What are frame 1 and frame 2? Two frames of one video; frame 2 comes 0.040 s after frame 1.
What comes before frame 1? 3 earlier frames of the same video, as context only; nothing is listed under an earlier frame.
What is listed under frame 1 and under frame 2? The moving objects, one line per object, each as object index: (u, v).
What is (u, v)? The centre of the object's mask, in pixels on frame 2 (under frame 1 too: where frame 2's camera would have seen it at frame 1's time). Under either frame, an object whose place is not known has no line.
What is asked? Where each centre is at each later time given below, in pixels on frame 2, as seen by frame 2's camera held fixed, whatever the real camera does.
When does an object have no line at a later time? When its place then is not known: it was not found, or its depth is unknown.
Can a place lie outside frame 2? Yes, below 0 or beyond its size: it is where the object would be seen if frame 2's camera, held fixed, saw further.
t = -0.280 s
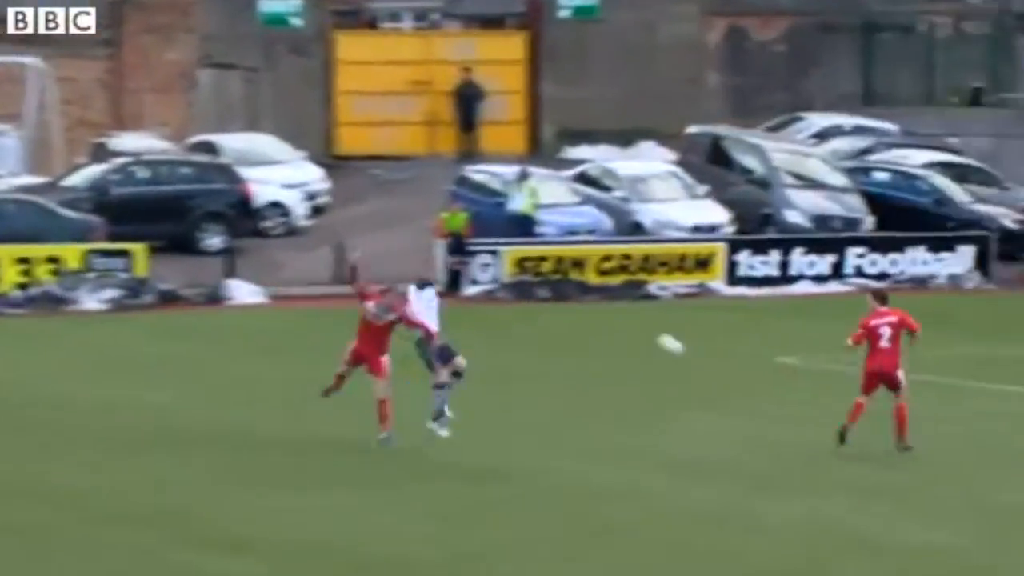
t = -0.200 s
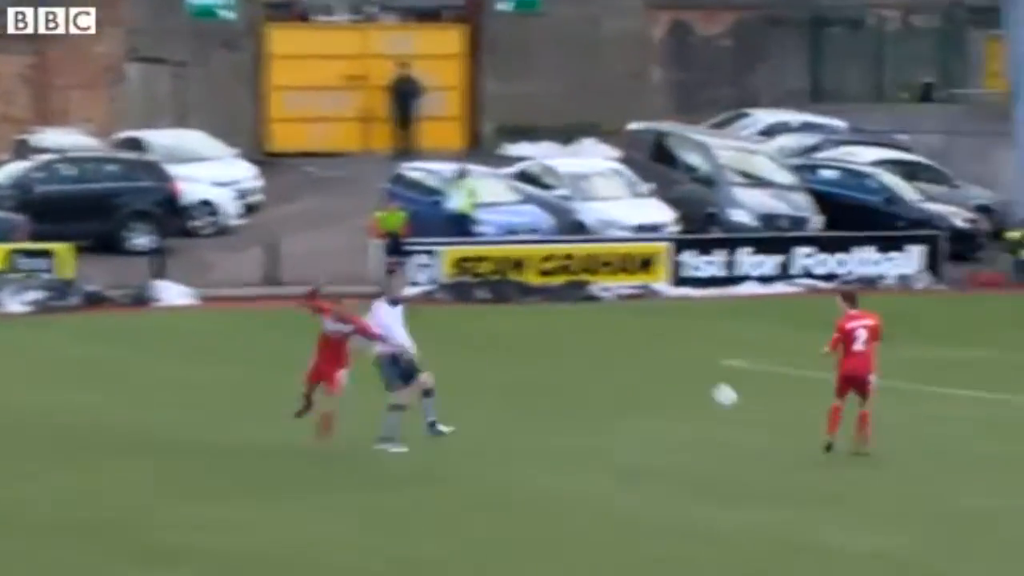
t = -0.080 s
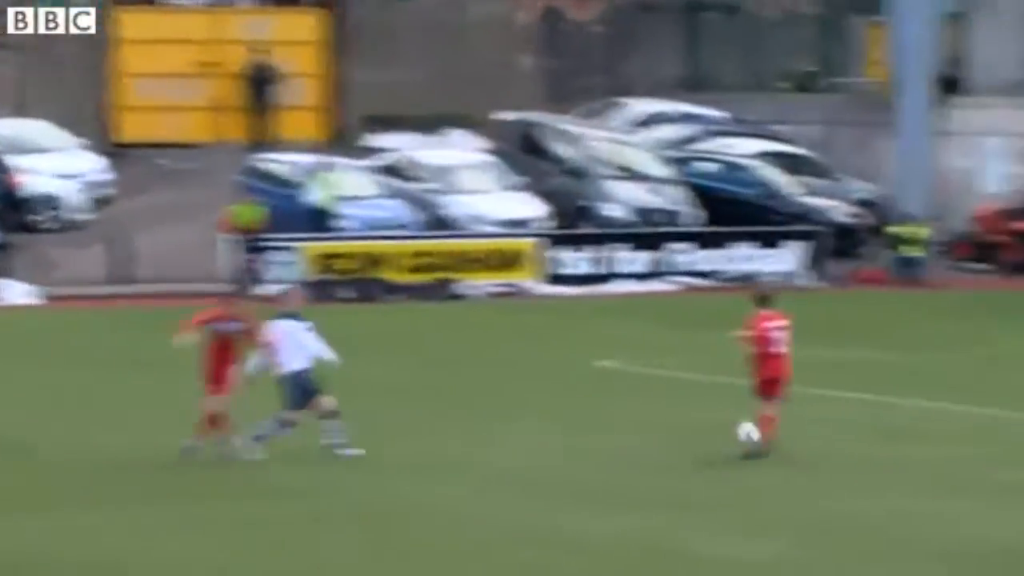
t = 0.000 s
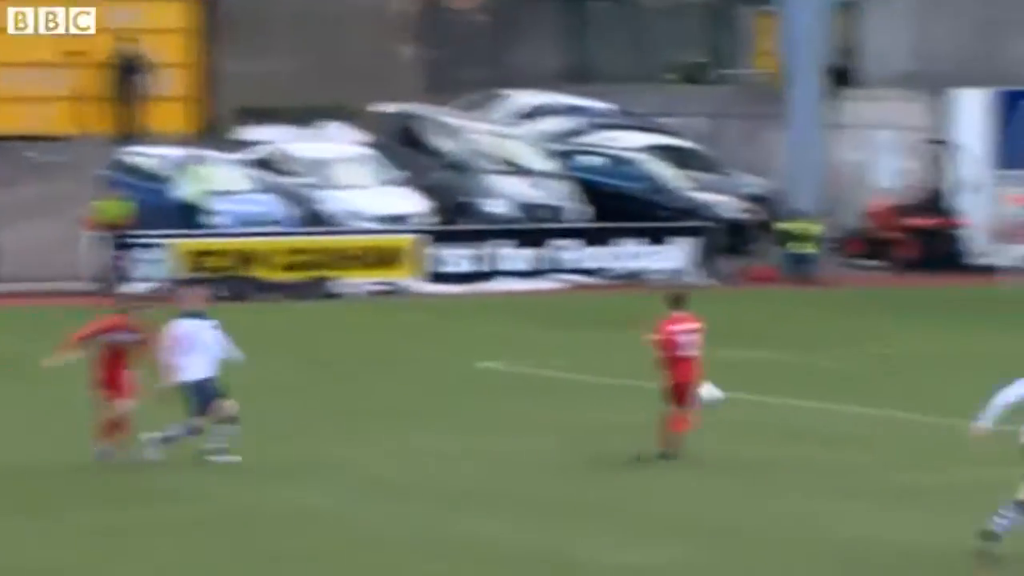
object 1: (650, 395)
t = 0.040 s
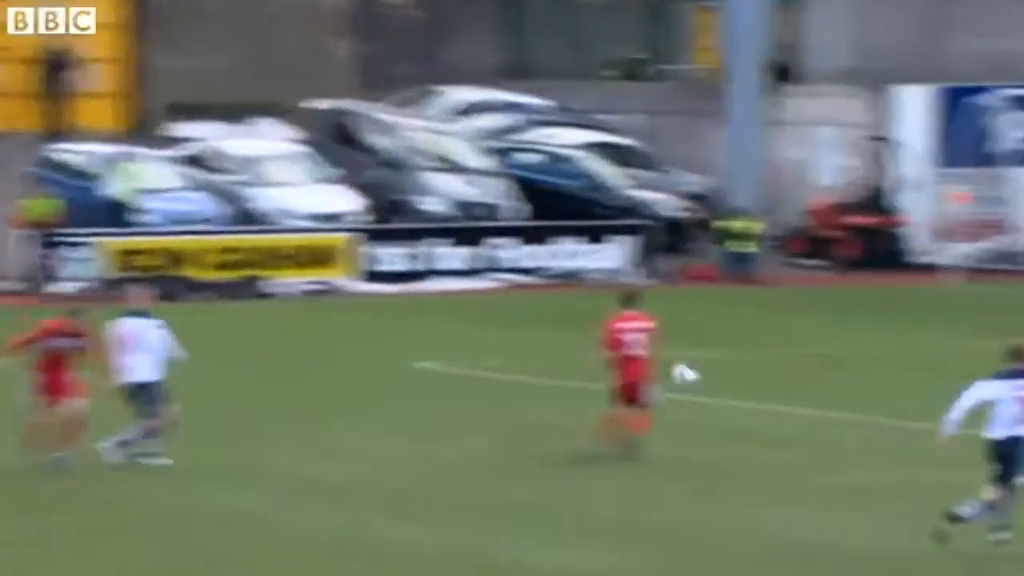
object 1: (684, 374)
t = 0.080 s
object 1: (719, 358)
